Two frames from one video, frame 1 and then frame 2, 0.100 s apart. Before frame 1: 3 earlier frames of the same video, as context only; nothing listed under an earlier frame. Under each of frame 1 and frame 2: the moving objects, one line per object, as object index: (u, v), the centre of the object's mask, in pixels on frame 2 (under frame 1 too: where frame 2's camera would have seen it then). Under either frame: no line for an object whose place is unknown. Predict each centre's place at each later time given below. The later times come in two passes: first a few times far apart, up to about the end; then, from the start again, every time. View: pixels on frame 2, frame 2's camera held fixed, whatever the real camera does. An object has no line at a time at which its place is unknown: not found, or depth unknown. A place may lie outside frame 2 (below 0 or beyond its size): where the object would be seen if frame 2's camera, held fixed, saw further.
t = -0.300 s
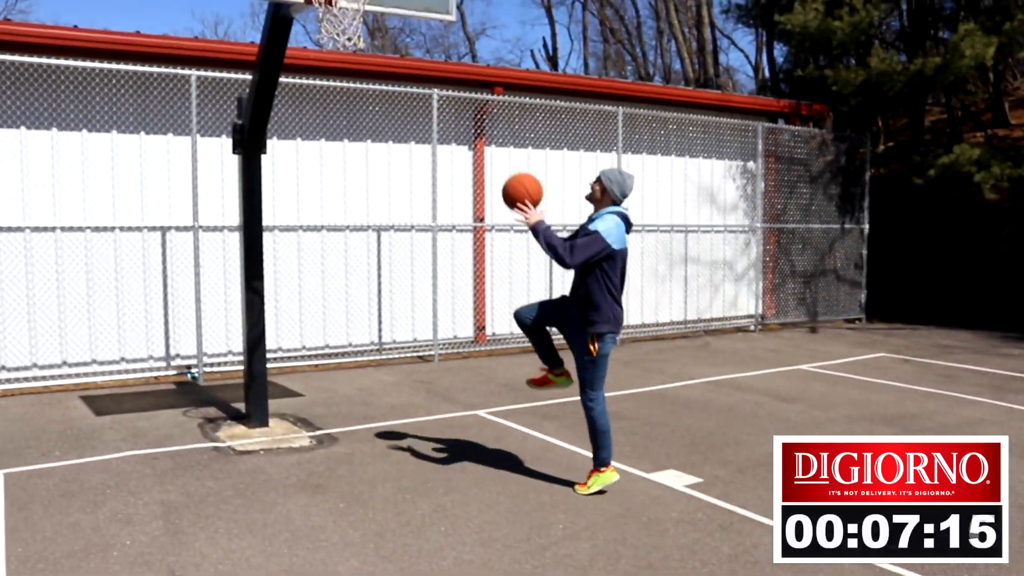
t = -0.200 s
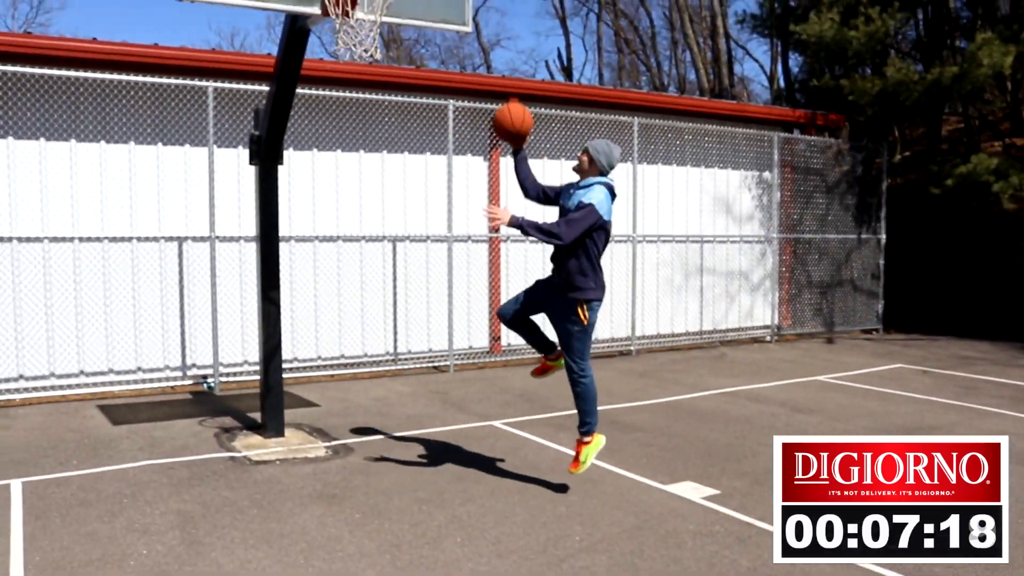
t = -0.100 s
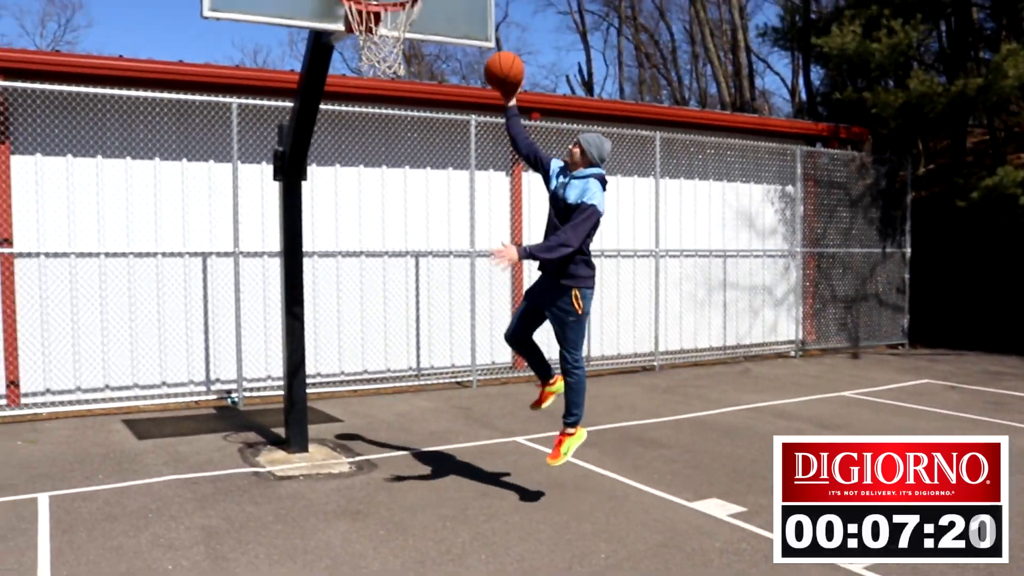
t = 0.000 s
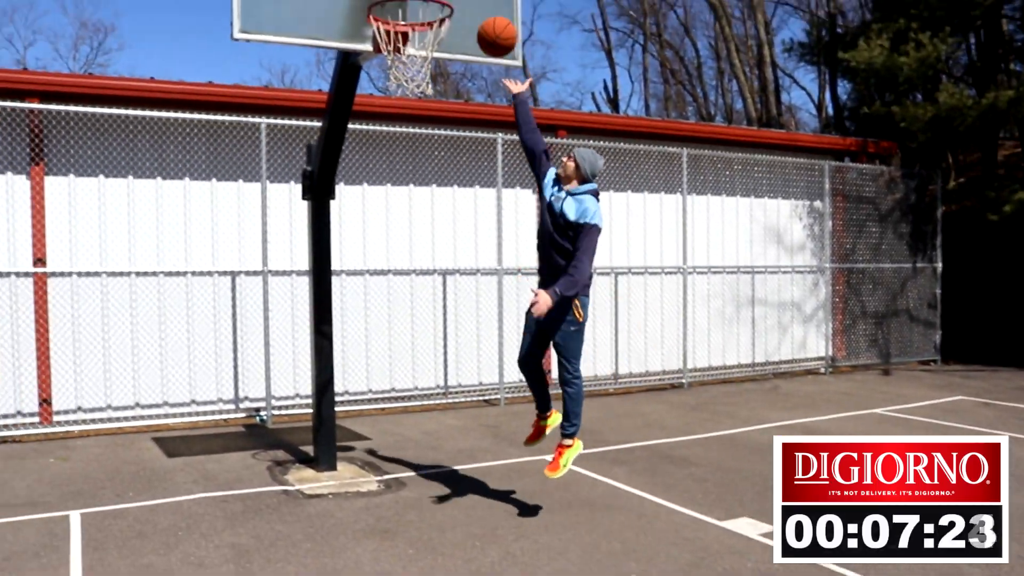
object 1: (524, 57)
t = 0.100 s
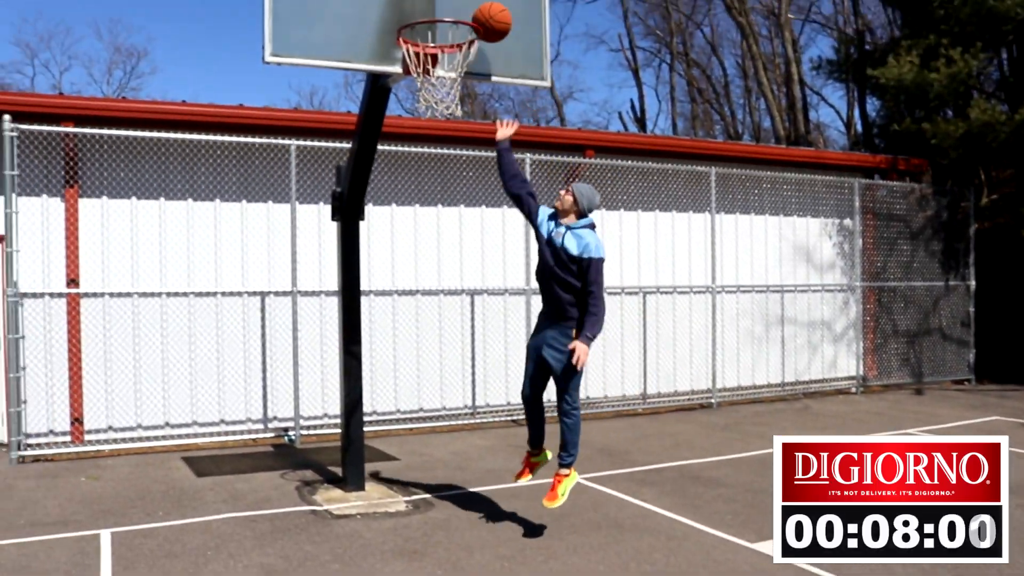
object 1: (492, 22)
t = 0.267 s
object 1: (449, 2)
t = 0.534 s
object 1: (429, 29)
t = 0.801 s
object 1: (467, 102)
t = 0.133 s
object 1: (481, 15)
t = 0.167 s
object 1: (471, 8)
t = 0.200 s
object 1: (459, 4)
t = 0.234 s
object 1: (453, 3)
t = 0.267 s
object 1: (449, 2)
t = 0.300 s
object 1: (446, 2)
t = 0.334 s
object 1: (441, 2)
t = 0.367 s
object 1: (437, 3)
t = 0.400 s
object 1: (433, 7)
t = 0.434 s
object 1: (429, 15)
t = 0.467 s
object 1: (425, 26)
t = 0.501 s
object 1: (424, 30)
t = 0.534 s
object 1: (429, 29)
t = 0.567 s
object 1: (433, 34)
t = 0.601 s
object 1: (438, 40)
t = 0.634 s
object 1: (444, 47)
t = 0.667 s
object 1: (450, 58)
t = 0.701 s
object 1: (454, 70)
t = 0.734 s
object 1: (460, 83)
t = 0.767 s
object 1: (464, 92)
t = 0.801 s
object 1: (467, 102)
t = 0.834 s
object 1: (468, 112)
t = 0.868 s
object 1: (469, 126)
